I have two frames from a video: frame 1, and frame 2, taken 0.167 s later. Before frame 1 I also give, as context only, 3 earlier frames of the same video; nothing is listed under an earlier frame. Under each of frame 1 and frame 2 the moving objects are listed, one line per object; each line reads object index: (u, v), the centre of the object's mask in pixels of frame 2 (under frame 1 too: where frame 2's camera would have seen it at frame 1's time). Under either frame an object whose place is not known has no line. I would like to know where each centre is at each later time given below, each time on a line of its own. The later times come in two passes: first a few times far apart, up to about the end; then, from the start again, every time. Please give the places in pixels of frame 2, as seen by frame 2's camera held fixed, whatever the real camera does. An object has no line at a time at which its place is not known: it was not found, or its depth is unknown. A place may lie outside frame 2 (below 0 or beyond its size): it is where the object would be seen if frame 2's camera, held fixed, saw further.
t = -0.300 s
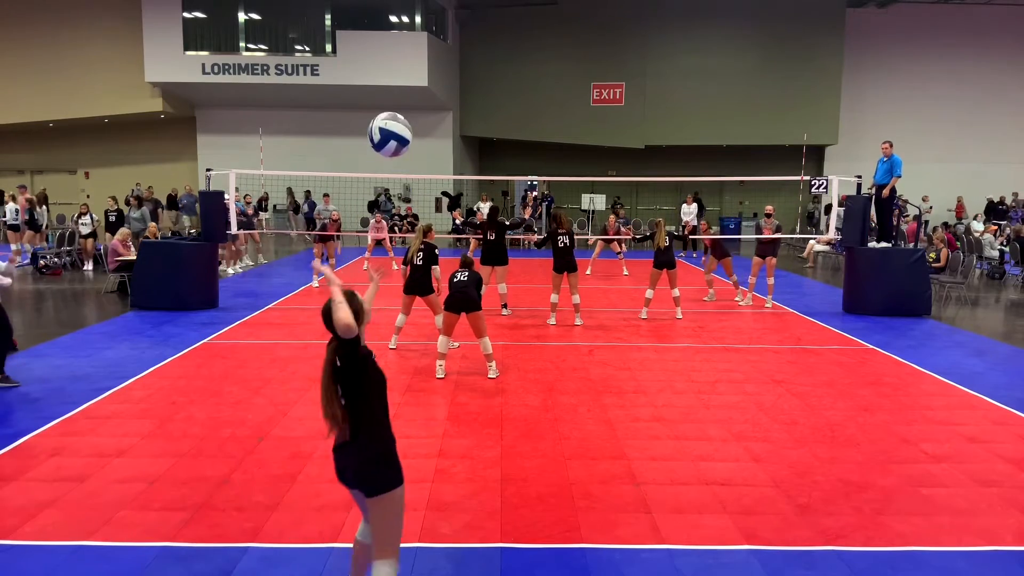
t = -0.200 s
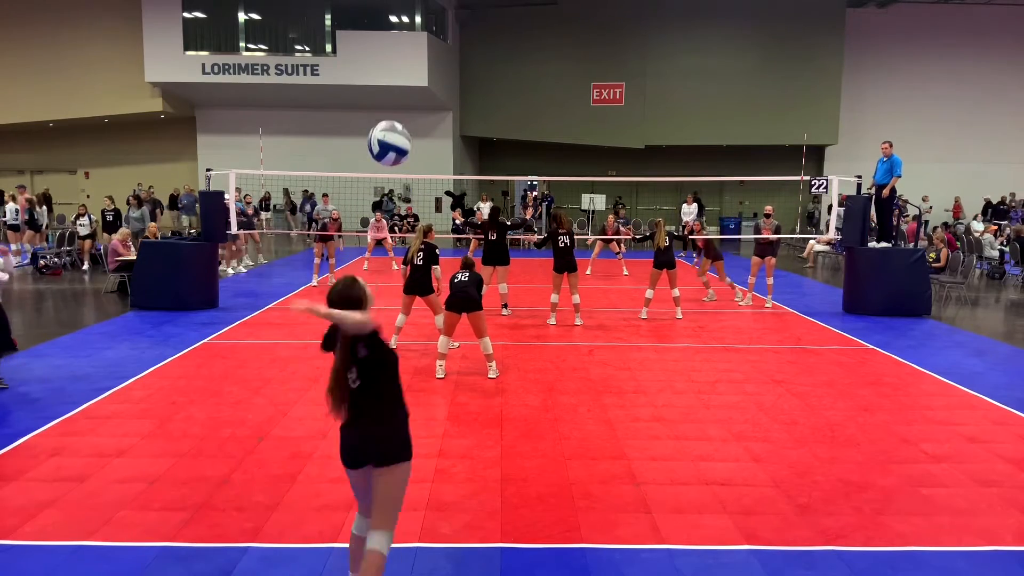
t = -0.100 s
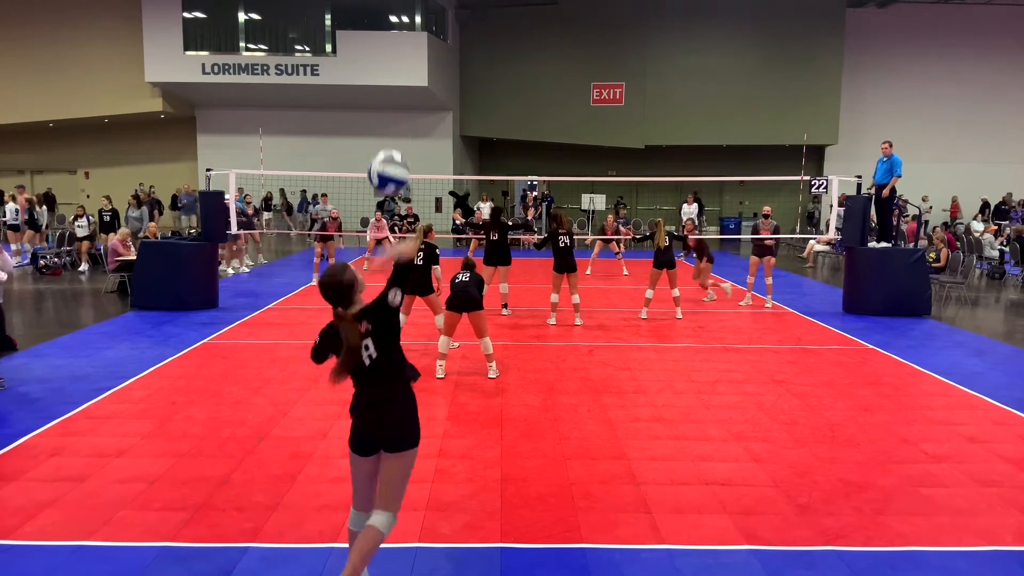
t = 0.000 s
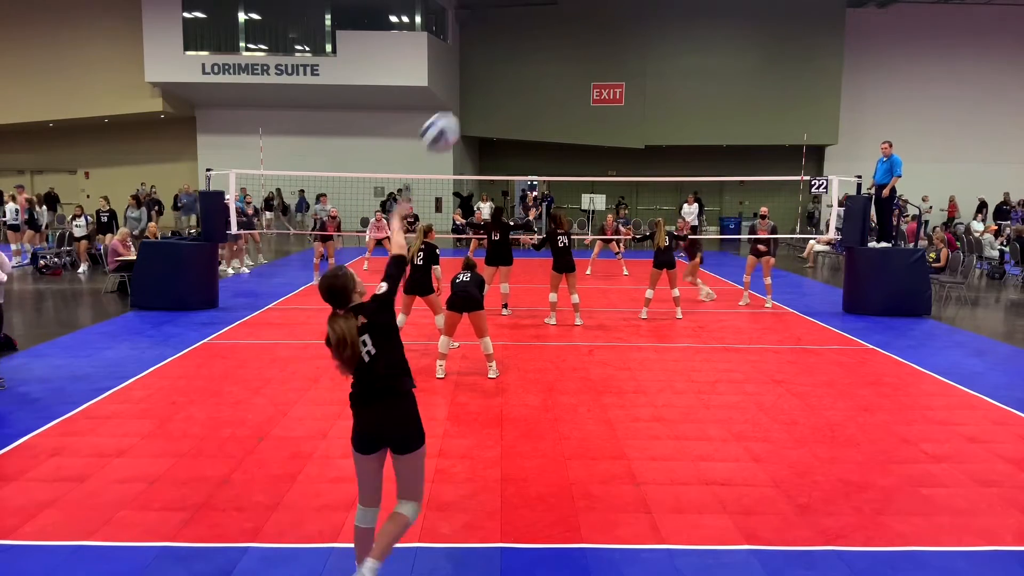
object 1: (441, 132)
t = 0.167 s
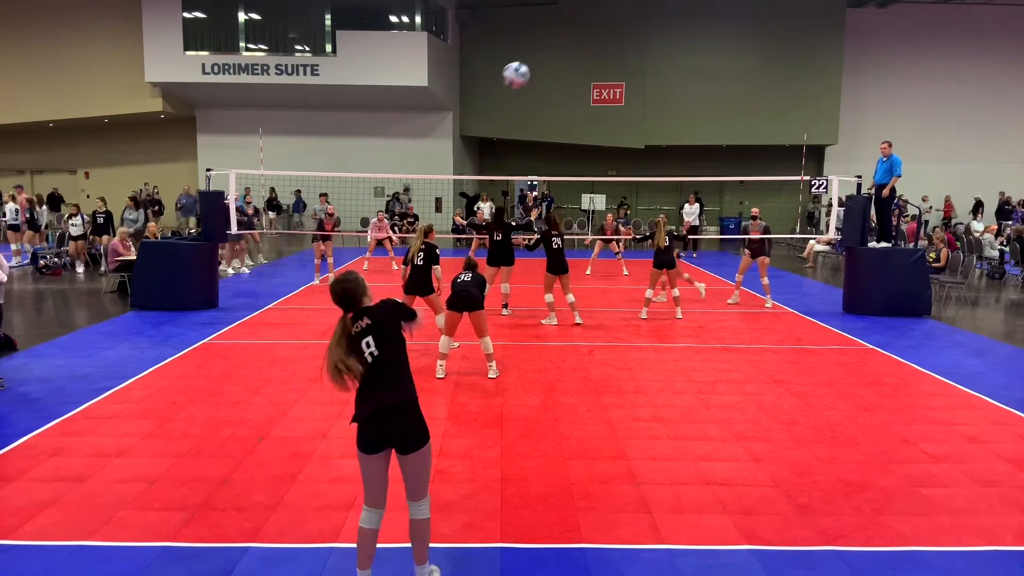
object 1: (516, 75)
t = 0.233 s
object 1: (534, 68)
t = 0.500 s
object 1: (580, 84)
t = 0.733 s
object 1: (602, 125)
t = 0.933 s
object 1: (612, 171)
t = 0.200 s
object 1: (525, 71)
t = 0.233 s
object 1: (534, 68)
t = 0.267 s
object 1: (542, 66)
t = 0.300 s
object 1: (549, 66)
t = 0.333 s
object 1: (555, 67)
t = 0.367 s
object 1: (561, 69)
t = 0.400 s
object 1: (567, 72)
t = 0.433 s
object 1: (571, 75)
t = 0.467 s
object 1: (576, 79)
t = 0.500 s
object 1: (580, 84)
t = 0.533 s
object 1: (584, 89)
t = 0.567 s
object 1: (587, 94)
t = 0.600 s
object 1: (591, 99)
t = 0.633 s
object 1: (594, 106)
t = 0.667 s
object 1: (597, 111)
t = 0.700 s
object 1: (599, 118)
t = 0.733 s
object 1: (602, 125)
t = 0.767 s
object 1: (603, 132)
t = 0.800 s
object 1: (605, 140)
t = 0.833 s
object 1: (607, 148)
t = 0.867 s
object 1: (609, 155)
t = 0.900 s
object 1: (611, 164)
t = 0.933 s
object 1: (612, 171)
